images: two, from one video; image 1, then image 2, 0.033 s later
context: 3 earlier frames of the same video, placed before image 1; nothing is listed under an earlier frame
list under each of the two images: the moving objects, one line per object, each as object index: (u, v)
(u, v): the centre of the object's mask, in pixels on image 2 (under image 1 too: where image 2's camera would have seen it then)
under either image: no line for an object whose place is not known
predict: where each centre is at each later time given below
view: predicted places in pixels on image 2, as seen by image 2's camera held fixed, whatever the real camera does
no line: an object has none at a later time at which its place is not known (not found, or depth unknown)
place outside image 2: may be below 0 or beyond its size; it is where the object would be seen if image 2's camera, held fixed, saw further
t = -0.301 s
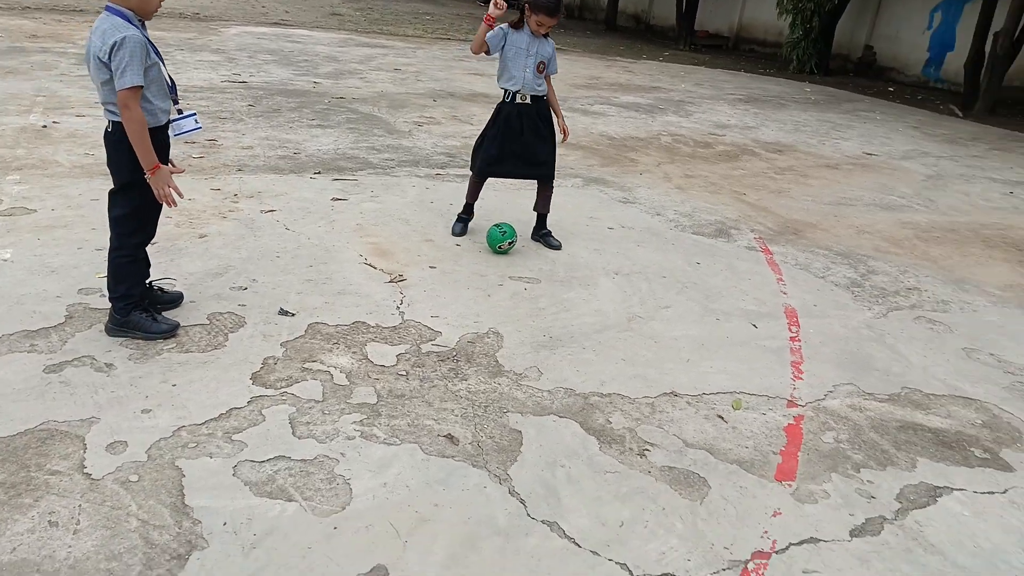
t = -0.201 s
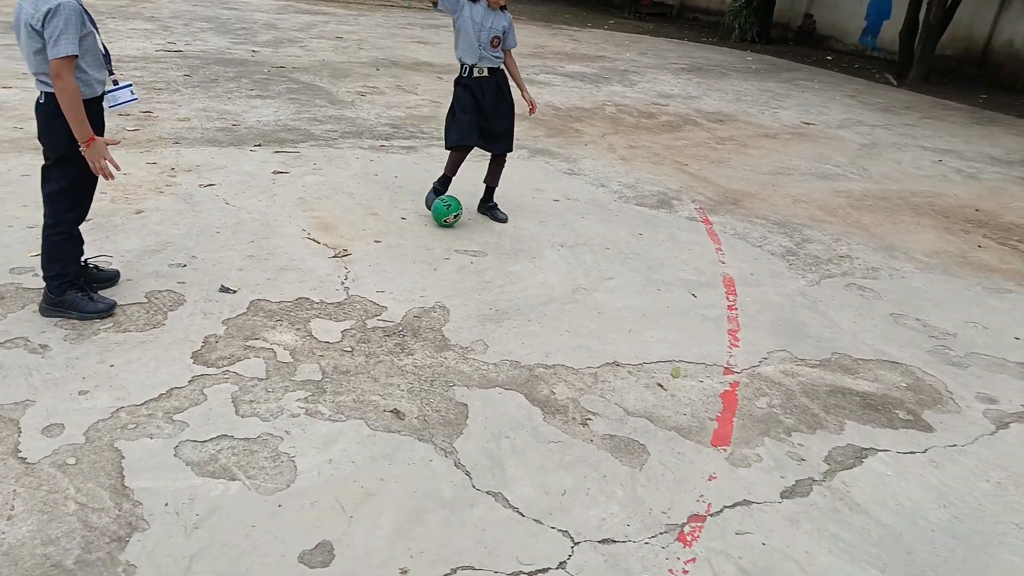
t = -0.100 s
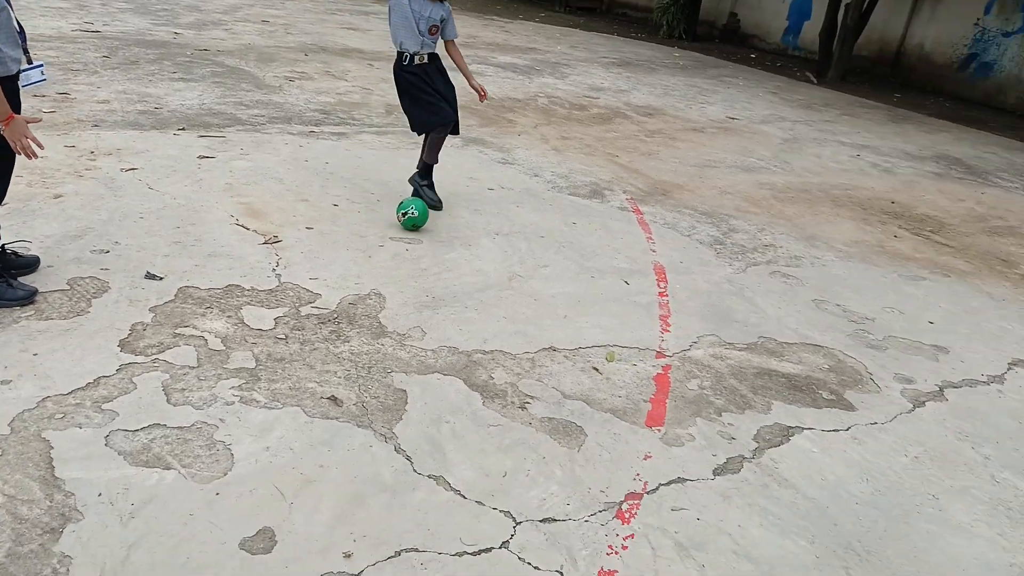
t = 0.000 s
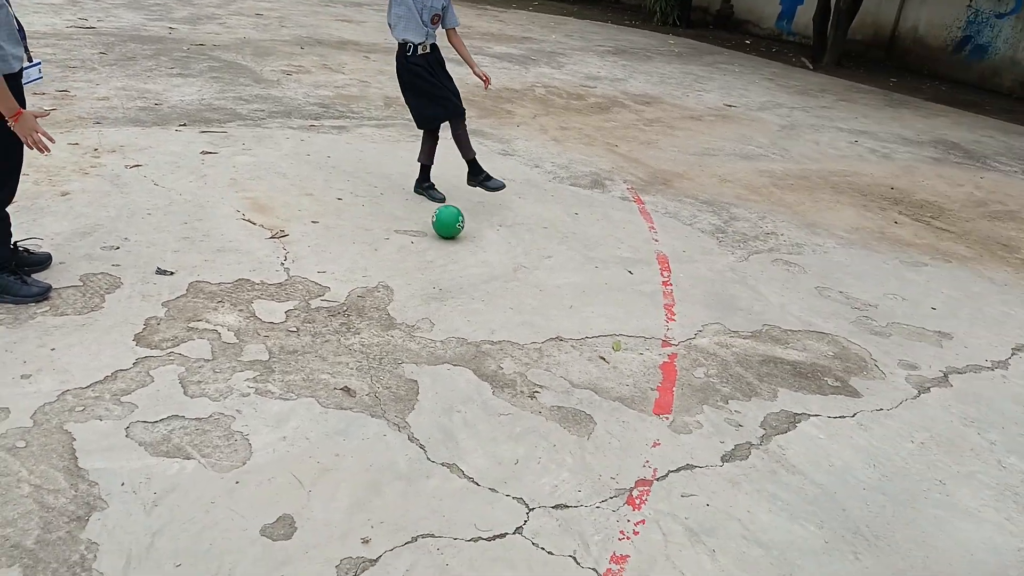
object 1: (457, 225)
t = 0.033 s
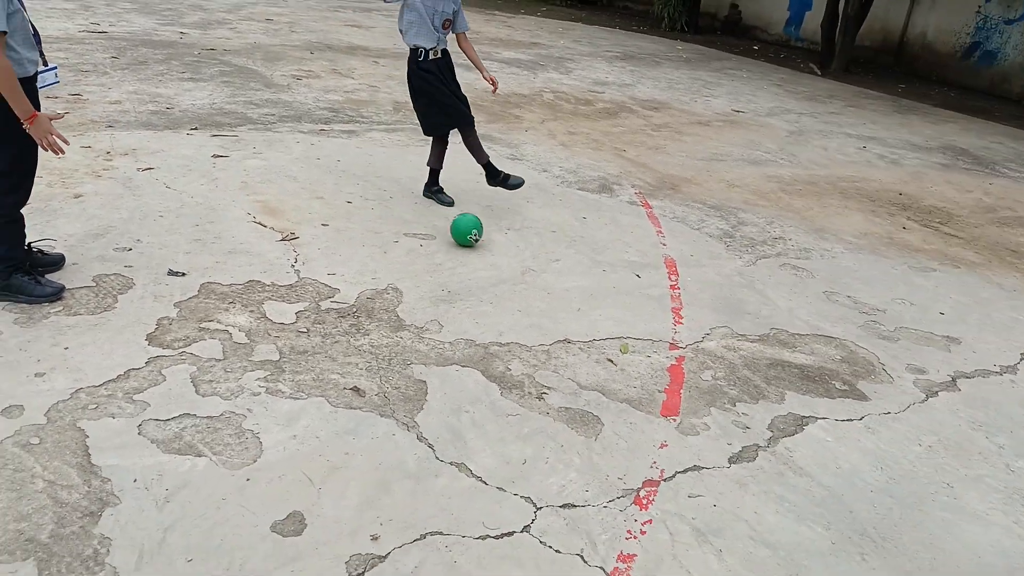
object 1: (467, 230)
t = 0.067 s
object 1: (476, 234)
